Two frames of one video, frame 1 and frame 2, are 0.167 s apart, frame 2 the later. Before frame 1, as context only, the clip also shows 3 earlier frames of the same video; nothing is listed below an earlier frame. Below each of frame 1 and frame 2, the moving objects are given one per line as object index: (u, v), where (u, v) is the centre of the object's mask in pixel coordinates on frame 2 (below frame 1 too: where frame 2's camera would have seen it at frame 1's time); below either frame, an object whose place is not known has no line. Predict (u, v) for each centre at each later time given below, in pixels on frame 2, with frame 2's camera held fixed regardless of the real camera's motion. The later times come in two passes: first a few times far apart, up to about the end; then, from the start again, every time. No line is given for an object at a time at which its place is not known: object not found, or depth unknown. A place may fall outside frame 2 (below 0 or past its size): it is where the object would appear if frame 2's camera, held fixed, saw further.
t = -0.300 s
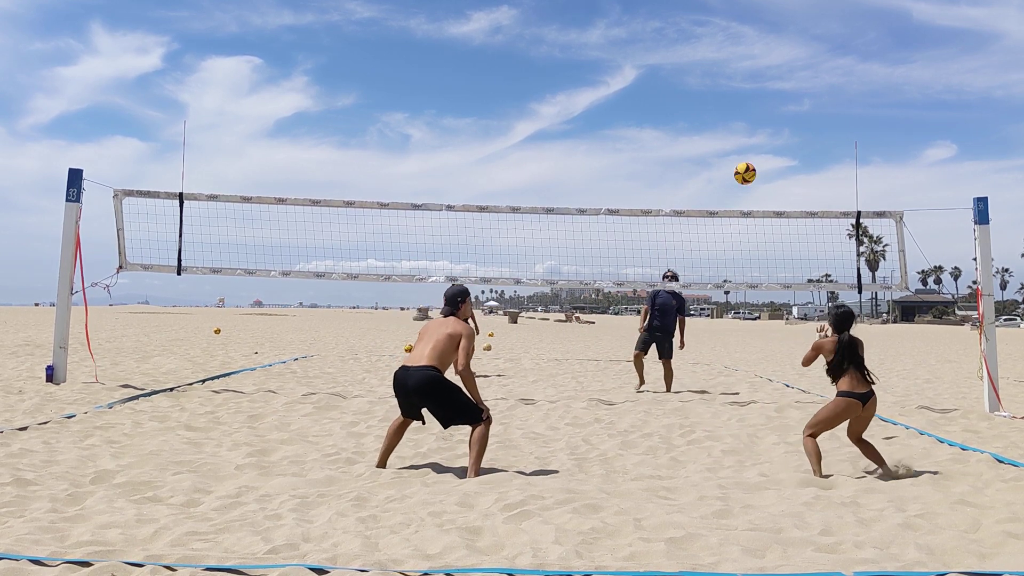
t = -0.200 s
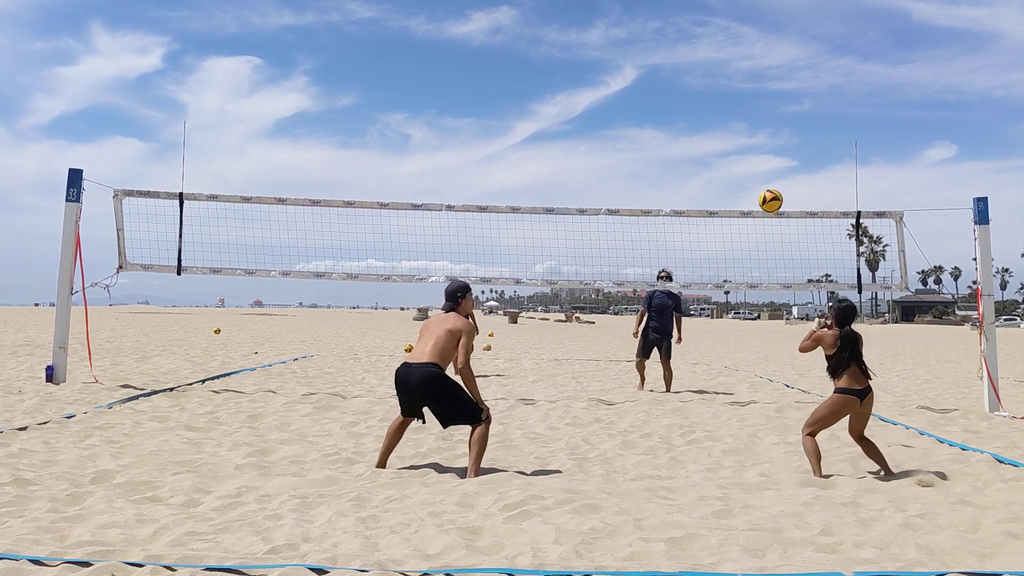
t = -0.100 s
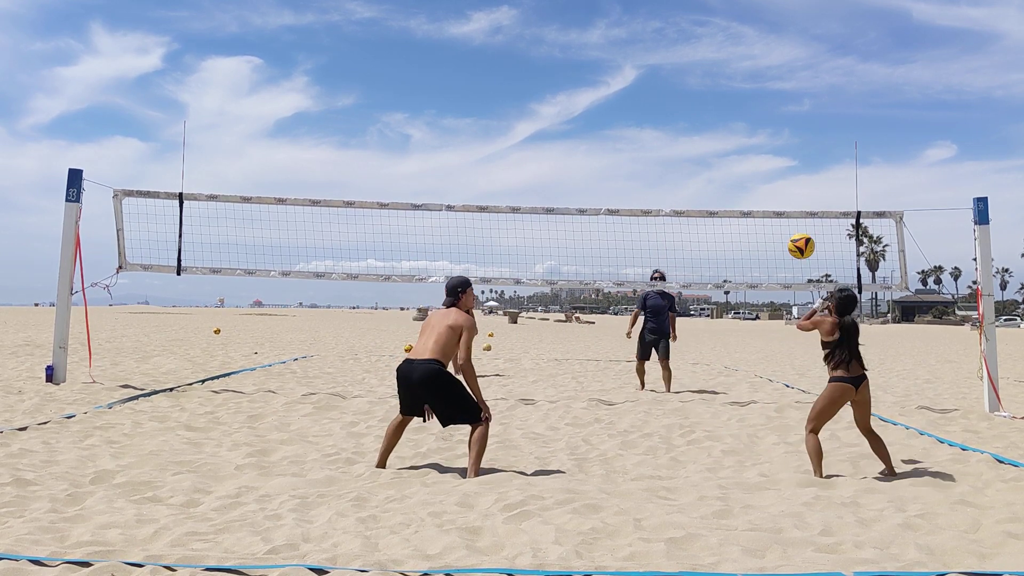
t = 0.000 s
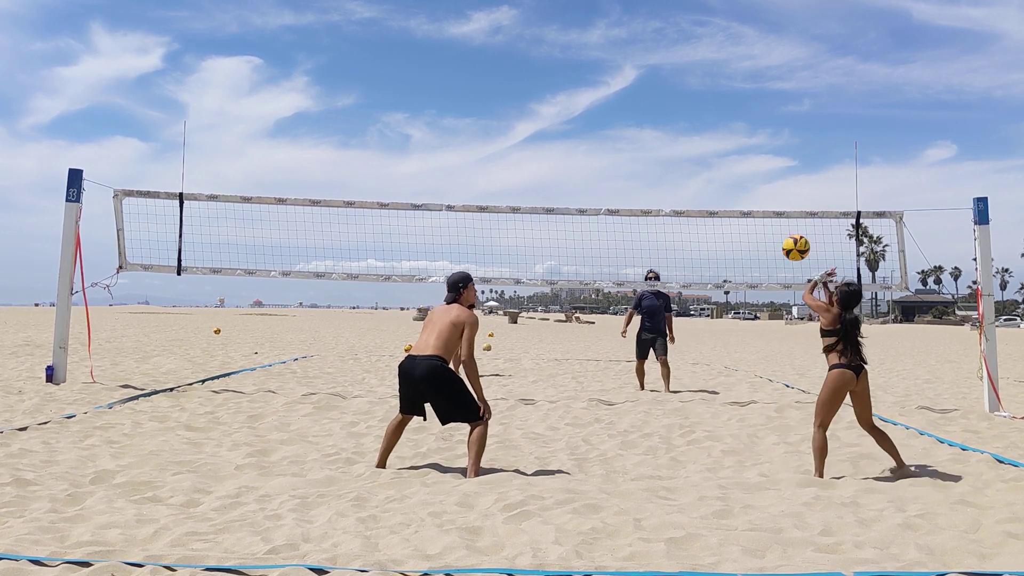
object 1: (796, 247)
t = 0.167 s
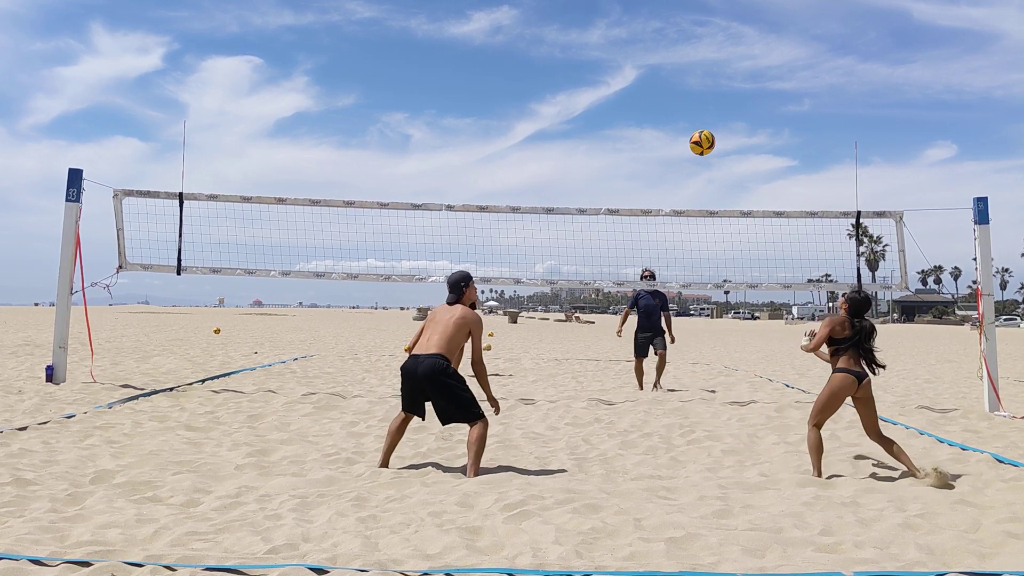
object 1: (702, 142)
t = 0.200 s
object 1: (684, 126)
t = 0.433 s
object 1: (570, 56)
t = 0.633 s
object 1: (483, 47)
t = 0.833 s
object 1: (406, 80)
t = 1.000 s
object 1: (347, 136)
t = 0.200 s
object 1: (684, 126)
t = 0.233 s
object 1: (667, 112)
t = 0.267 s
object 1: (650, 99)
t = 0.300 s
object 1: (633, 88)
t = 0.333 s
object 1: (617, 78)
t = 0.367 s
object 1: (601, 69)
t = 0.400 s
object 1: (585, 62)
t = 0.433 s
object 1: (570, 56)
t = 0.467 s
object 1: (554, 51)
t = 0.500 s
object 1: (540, 48)
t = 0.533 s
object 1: (525, 46)
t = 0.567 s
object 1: (511, 46)
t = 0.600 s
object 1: (497, 46)
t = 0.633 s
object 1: (483, 47)
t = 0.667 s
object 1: (470, 50)
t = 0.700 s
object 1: (456, 54)
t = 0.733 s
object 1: (443, 59)
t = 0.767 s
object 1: (430, 65)
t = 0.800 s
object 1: (418, 72)
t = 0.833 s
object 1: (406, 80)
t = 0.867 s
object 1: (394, 89)
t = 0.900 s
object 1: (382, 99)
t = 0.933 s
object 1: (370, 111)
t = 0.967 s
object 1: (359, 123)
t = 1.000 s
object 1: (347, 136)
